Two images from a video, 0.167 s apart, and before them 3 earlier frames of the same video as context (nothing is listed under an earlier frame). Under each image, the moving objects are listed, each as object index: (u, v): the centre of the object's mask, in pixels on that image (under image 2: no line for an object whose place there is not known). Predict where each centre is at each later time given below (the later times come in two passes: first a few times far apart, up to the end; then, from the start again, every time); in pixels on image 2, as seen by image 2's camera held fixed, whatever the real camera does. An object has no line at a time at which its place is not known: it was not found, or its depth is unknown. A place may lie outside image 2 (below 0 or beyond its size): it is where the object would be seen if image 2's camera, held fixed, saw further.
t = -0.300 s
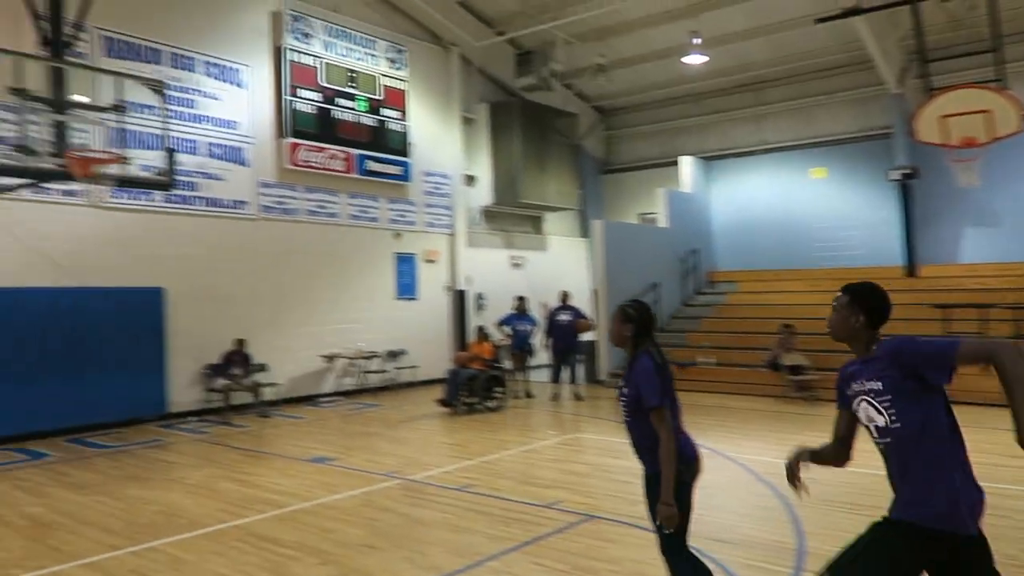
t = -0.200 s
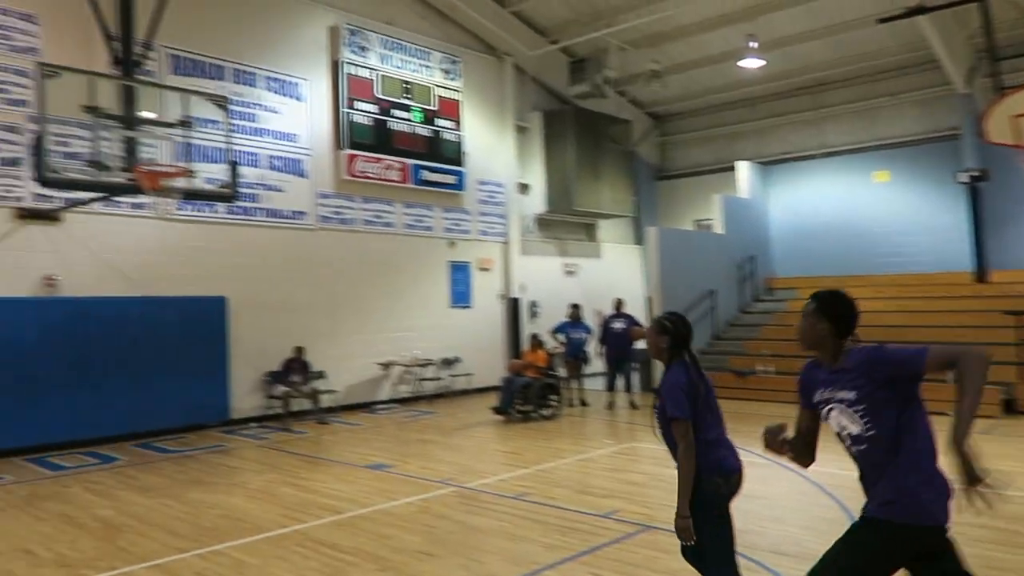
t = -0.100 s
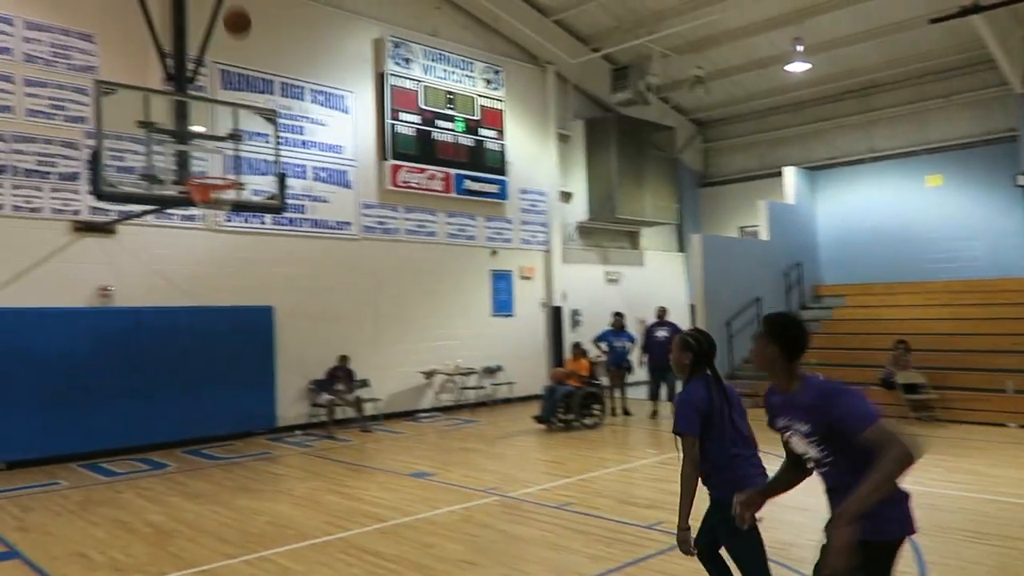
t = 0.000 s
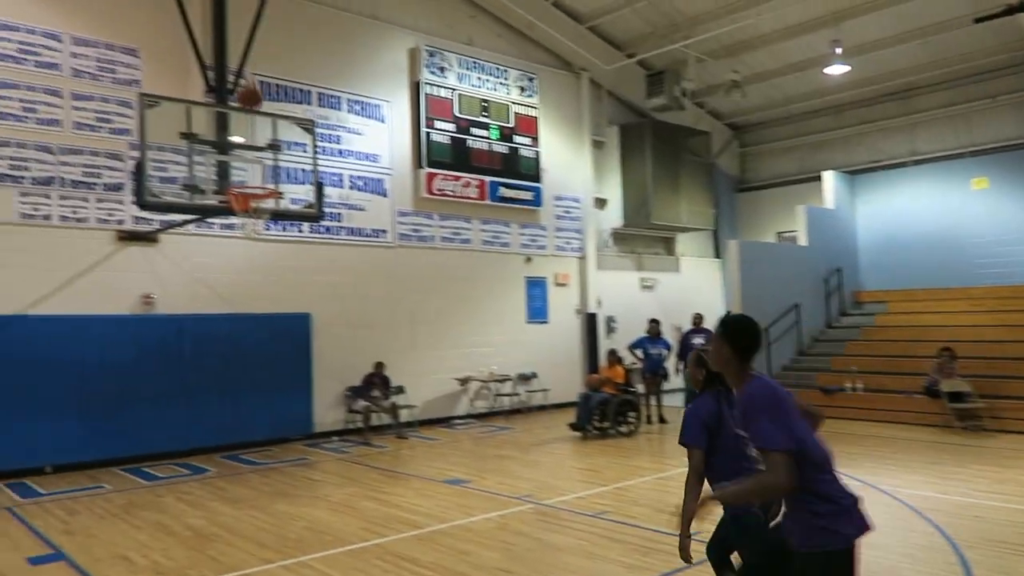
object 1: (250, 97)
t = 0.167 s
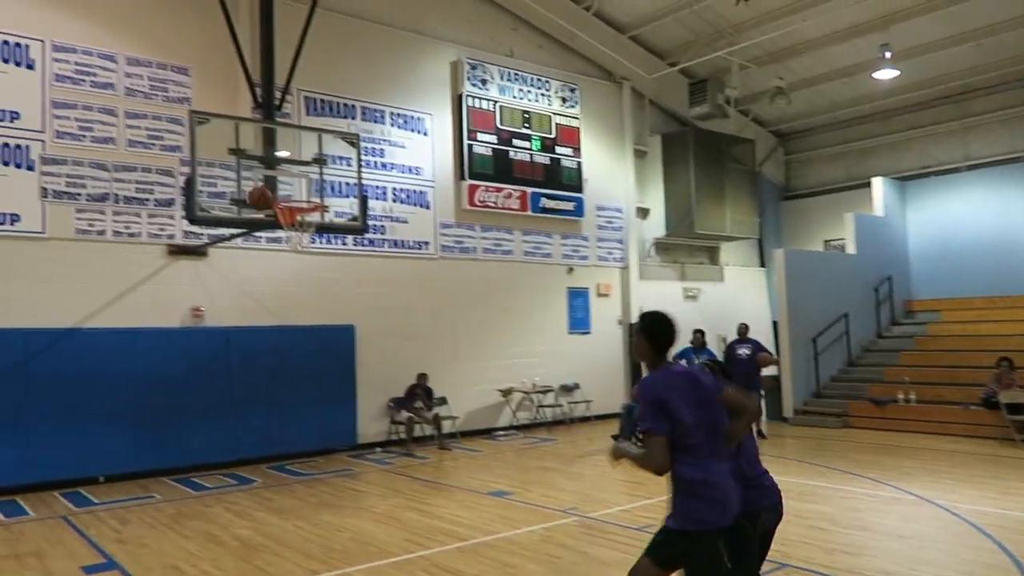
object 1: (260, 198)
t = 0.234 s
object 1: (243, 191)
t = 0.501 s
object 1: (192, 210)
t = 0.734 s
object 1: (137, 298)
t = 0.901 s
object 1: (97, 413)
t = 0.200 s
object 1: (250, 194)
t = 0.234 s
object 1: (243, 191)
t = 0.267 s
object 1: (238, 190)
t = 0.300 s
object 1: (231, 190)
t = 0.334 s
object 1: (225, 190)
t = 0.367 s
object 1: (219, 191)
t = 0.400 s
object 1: (212, 195)
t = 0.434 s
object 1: (206, 199)
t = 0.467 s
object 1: (201, 203)
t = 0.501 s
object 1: (192, 210)
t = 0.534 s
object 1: (185, 218)
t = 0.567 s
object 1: (176, 228)
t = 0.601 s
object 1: (170, 240)
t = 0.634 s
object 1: (162, 252)
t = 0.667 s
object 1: (154, 265)
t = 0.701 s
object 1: (146, 281)
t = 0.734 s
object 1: (137, 298)
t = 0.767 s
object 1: (130, 317)
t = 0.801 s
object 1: (121, 339)
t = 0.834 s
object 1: (113, 362)
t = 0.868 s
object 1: (105, 386)
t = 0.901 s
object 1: (97, 413)
